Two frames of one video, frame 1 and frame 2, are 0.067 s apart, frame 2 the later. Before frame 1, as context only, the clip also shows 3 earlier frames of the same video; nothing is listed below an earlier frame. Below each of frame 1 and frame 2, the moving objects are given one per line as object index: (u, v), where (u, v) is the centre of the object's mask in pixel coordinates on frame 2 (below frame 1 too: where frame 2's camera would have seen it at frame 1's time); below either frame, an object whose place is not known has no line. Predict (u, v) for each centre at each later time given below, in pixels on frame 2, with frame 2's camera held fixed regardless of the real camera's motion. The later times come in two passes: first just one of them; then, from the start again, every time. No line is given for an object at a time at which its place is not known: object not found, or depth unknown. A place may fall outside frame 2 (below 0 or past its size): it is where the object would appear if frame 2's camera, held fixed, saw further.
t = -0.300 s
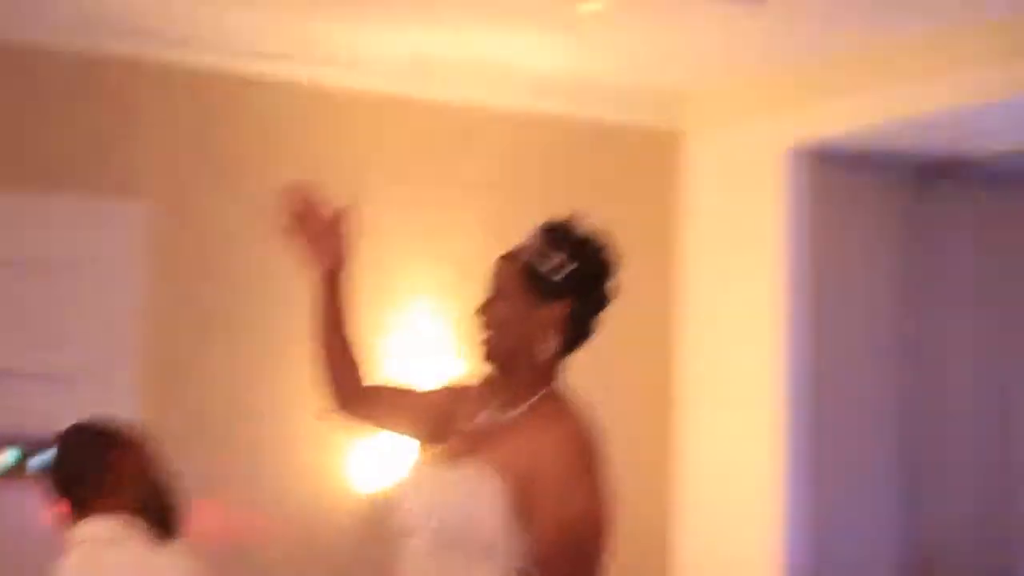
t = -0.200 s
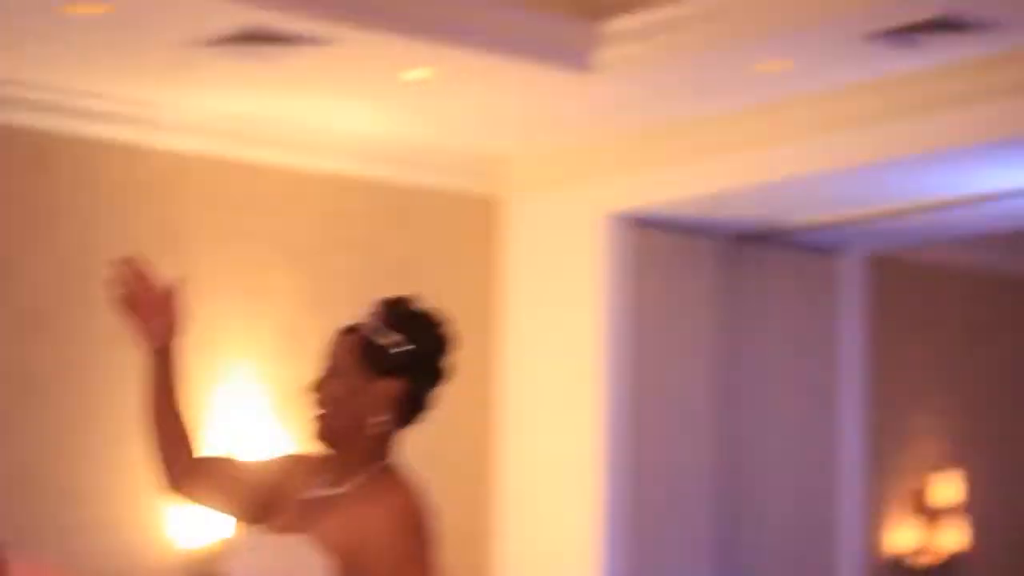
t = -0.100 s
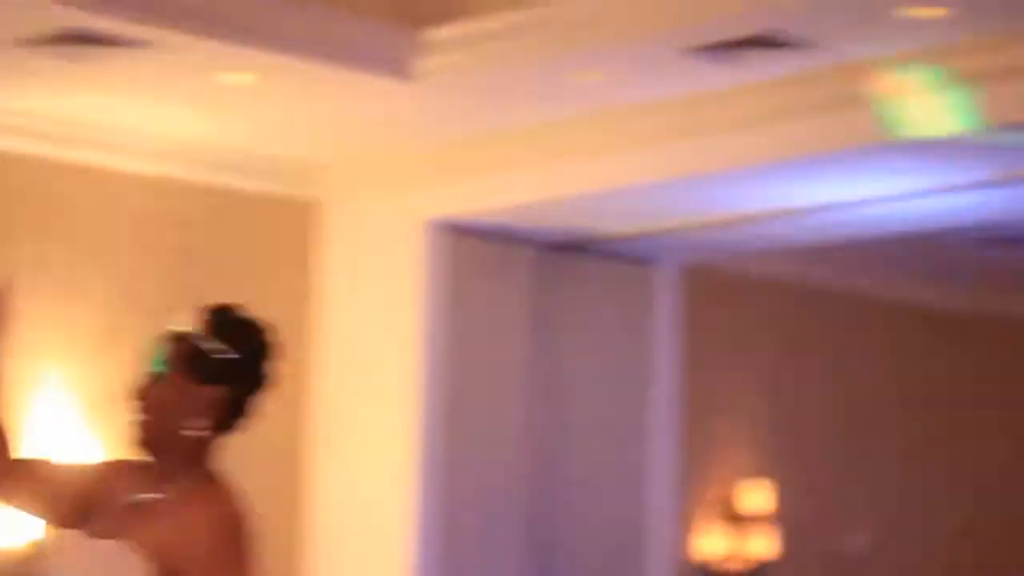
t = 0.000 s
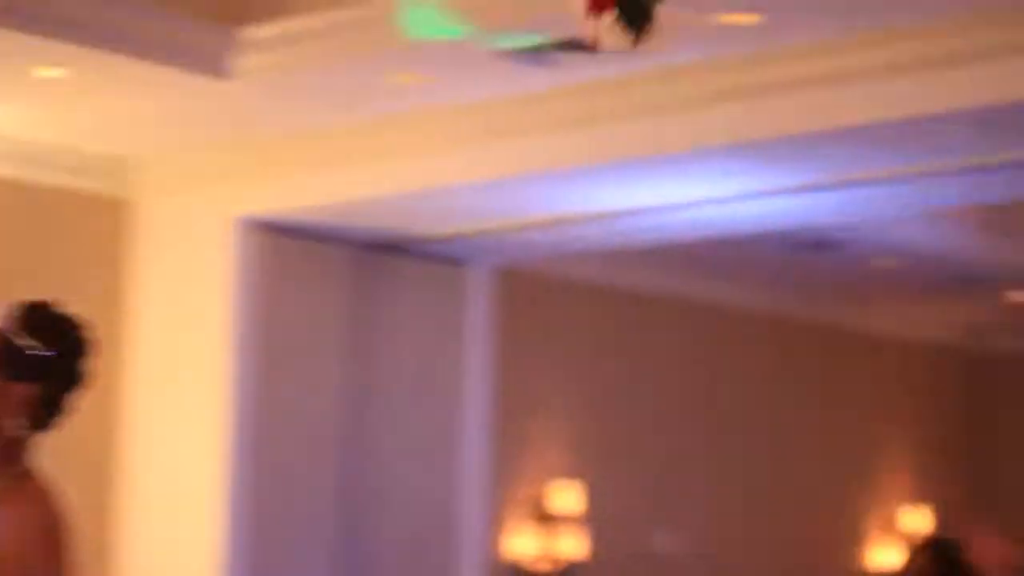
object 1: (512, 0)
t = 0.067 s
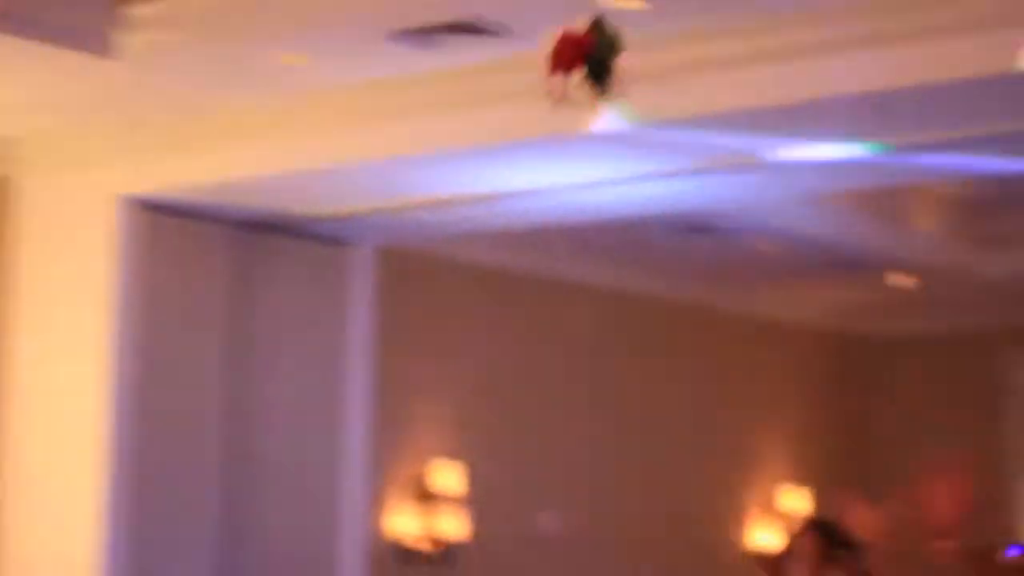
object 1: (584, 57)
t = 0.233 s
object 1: (738, 307)
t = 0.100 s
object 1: (619, 99)
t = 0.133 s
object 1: (646, 148)
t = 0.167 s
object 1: (673, 200)
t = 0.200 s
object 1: (705, 252)
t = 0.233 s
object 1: (738, 307)
